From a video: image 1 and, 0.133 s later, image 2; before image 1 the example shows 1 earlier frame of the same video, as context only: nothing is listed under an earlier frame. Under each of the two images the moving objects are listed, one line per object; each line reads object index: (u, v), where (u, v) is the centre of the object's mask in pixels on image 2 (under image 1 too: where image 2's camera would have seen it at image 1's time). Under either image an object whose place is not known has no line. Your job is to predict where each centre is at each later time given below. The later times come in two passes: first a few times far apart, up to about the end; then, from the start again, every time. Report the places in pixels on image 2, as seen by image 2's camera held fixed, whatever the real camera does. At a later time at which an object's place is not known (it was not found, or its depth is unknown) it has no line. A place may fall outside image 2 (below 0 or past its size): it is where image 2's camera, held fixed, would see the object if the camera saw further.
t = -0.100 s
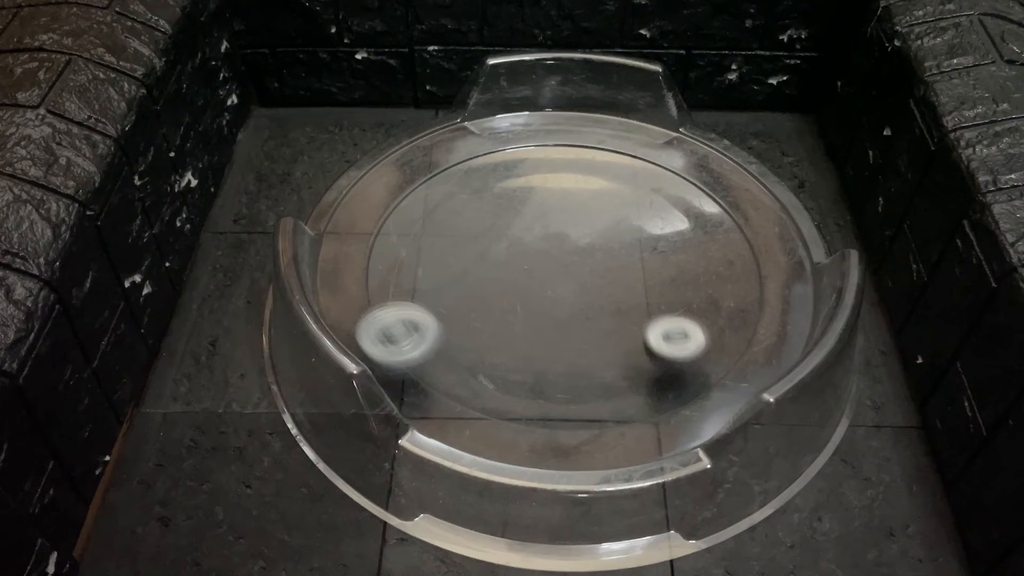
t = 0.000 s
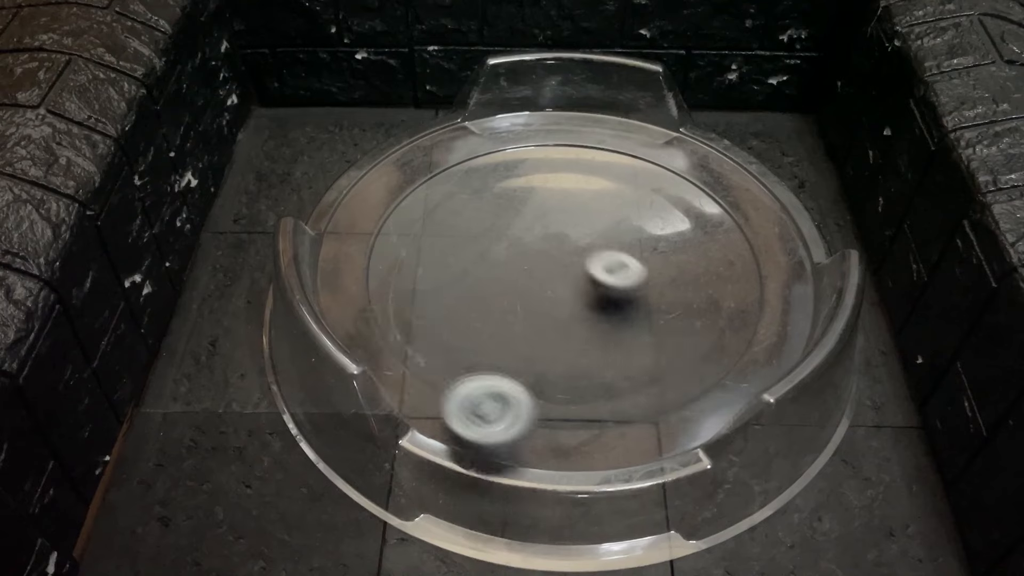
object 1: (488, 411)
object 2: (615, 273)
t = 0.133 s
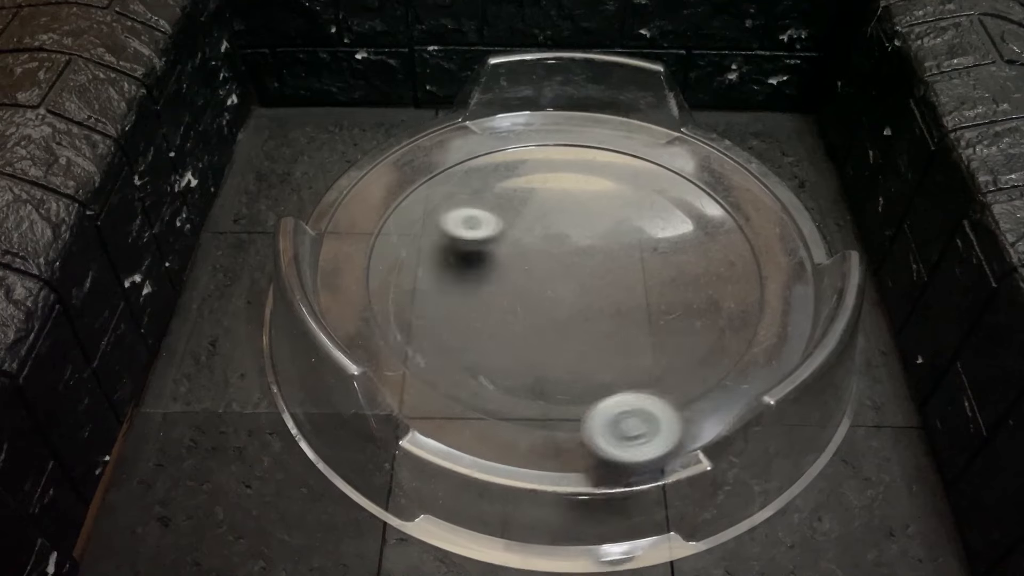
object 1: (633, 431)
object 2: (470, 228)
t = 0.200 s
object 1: (683, 400)
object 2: (395, 238)
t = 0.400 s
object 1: (689, 295)
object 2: (423, 353)
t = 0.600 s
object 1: (549, 214)
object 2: (642, 303)
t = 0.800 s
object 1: (397, 248)
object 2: (555, 132)
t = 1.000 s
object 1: (430, 353)
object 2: (381, 148)
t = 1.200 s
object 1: (586, 364)
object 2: (416, 294)
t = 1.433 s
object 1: (641, 189)
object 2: (670, 331)
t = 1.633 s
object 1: (509, 112)
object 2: (732, 225)
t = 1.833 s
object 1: (407, 151)
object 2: (567, 175)
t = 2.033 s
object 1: (389, 225)
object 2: (441, 290)
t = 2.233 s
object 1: (491, 313)
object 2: (594, 394)
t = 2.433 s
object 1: (641, 286)
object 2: (727, 280)
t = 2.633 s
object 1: (421, 125)
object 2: (746, 146)
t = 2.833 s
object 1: (381, 198)
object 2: (616, 148)
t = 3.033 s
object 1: (445, 271)
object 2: (492, 194)
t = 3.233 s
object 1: (567, 280)
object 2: (445, 289)
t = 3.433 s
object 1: (627, 204)
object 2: (533, 366)
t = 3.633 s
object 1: (571, 162)
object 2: (662, 335)
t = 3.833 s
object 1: (519, 186)
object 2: (654, 241)
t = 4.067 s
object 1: (556, 260)
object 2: (533, 181)
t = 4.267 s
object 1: (662, 271)
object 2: (448, 220)
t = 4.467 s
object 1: (707, 219)
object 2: (494, 302)
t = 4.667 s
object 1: (658, 197)
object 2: (626, 310)
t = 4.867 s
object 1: (578, 226)
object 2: (680, 237)
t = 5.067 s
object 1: (554, 301)
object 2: (604, 193)
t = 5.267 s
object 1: (631, 351)
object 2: (513, 236)
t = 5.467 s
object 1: (708, 329)
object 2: (515, 315)
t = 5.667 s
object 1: (682, 274)
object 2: (615, 340)
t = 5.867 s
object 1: (573, 247)
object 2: (647, 274)
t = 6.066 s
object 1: (473, 277)
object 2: (566, 222)
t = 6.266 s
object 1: (470, 336)
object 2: (474, 233)
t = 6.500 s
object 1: (567, 344)
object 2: (505, 304)
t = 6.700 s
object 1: (648, 296)
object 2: (546, 257)
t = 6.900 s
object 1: (601, 216)
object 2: (528, 200)
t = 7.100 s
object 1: (635, 241)
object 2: (345, 125)
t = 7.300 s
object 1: (615, 232)
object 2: (304, 144)
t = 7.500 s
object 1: (574, 246)
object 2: (333, 110)
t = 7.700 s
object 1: (575, 290)
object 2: (341, 111)
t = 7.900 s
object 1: (627, 304)
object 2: (356, 109)
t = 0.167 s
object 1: (663, 416)
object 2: (432, 230)
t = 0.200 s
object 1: (683, 400)
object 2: (395, 238)
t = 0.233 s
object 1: (692, 385)
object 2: (367, 251)
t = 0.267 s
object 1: (698, 369)
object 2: (350, 272)
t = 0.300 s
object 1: (702, 352)
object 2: (353, 297)
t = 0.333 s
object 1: (702, 332)
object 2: (373, 321)
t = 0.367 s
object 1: (698, 314)
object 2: (394, 339)
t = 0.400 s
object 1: (689, 295)
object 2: (423, 353)
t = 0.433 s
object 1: (675, 275)
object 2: (461, 366)
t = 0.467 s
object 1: (658, 260)
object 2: (504, 371)
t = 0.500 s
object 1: (635, 243)
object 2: (547, 368)
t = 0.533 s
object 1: (610, 229)
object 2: (587, 355)
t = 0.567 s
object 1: (580, 220)
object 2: (621, 332)
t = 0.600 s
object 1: (549, 214)
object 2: (642, 303)
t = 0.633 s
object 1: (518, 211)
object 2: (651, 271)
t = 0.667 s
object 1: (490, 211)
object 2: (648, 237)
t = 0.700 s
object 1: (462, 216)
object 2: (635, 207)
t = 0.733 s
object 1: (436, 224)
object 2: (615, 178)
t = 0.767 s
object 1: (415, 235)
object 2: (587, 153)
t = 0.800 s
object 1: (397, 248)
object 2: (555, 132)
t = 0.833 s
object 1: (384, 263)
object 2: (522, 123)
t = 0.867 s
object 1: (373, 279)
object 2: (485, 123)
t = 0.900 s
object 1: (372, 295)
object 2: (455, 119)
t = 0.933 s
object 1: (383, 315)
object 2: (427, 120)
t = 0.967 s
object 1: (405, 337)
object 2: (402, 129)
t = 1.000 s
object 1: (430, 353)
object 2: (381, 148)
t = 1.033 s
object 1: (455, 365)
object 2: (367, 166)
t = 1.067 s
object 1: (483, 374)
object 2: (361, 186)
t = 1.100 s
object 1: (509, 378)
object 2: (363, 211)
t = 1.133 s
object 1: (535, 377)
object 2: (373, 238)
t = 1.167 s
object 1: (561, 372)
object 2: (390, 267)
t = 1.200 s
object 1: (586, 364)
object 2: (416, 294)
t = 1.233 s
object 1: (608, 350)
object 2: (451, 316)
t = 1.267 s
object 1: (625, 333)
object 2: (495, 332)
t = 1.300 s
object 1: (636, 314)
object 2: (543, 338)
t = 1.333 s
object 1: (641, 291)
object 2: (591, 335)
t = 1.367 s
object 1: (641, 266)
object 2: (631, 324)
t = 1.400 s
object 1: (646, 224)
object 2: (650, 331)
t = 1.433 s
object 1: (641, 189)
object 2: (670, 331)
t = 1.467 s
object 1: (629, 153)
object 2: (691, 323)
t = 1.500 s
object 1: (612, 131)
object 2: (710, 309)
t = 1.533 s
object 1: (588, 109)
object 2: (727, 292)
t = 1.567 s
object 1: (559, 114)
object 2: (738, 270)
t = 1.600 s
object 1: (533, 113)
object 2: (740, 248)
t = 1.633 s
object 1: (509, 112)
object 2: (732, 225)
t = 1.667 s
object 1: (488, 120)
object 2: (717, 206)
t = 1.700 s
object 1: (468, 125)
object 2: (695, 188)
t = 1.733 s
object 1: (450, 131)
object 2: (668, 177)
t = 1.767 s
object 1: (434, 138)
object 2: (637, 172)
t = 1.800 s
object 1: (419, 144)
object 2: (603, 169)
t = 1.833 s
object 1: (407, 151)
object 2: (567, 175)
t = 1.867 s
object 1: (398, 160)
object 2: (532, 184)
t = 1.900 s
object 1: (391, 171)
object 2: (503, 198)
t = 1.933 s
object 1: (386, 181)
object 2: (477, 218)
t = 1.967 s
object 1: (384, 193)
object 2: (457, 240)
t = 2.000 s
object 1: (385, 209)
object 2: (445, 264)
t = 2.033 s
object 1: (389, 225)
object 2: (441, 290)
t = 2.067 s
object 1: (398, 243)
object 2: (446, 316)
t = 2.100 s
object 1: (409, 258)
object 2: (463, 340)
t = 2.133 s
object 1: (424, 275)
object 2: (487, 363)
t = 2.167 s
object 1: (442, 290)
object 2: (517, 381)
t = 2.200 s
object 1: (465, 302)
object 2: (553, 393)
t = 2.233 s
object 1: (491, 313)
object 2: (594, 394)
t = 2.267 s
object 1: (519, 319)
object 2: (639, 387)
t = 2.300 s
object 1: (547, 320)
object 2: (677, 372)
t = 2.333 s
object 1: (574, 317)
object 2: (706, 354)
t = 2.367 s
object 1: (599, 310)
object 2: (724, 331)
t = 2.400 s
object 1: (623, 298)
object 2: (730, 305)
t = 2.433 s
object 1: (641, 286)
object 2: (727, 280)
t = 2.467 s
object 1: (633, 262)
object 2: (753, 261)
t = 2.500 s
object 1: (569, 225)
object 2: (800, 230)
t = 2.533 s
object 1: (521, 189)
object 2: (792, 185)
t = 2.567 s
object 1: (480, 158)
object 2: (779, 157)
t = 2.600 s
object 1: (447, 136)
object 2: (763, 145)
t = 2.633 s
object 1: (421, 125)
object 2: (746, 146)
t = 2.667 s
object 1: (403, 123)
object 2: (725, 160)
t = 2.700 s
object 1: (390, 134)
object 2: (706, 151)
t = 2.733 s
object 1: (384, 153)
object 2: (687, 135)
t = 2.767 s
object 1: (380, 169)
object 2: (664, 132)
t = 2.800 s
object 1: (379, 186)
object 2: (641, 140)
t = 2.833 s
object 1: (381, 198)
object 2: (616, 148)
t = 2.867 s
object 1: (384, 209)
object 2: (594, 147)
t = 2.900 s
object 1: (391, 226)
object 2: (570, 157)
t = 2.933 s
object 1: (401, 239)
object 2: (549, 163)
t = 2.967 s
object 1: (414, 251)
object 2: (528, 173)
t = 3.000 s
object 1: (429, 262)
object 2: (508, 183)
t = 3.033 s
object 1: (445, 271)
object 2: (492, 194)
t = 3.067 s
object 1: (463, 278)
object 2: (477, 207)
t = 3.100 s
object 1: (482, 284)
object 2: (465, 222)
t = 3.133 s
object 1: (502, 287)
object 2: (455, 238)
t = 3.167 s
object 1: (524, 288)
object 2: (449, 254)
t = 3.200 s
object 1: (546, 286)
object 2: (446, 271)
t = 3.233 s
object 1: (567, 280)
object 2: (445, 289)
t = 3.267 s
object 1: (587, 271)
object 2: (451, 305)
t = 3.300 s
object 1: (604, 259)
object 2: (459, 320)
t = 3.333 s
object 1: (616, 245)
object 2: (473, 337)
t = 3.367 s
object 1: (624, 232)
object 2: (489, 347)
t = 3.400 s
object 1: (628, 217)
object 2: (510, 357)
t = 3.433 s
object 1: (627, 204)
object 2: (533, 366)
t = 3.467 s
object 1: (623, 192)
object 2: (557, 368)
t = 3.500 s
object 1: (614, 181)
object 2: (583, 368)
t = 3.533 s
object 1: (604, 173)
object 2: (606, 366)
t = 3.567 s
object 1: (593, 167)
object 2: (629, 358)
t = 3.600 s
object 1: (581, 163)
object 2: (648, 348)
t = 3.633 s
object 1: (571, 162)
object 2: (662, 335)
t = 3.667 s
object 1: (560, 161)
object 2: (671, 319)
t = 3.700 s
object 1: (550, 163)
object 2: (676, 303)
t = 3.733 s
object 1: (541, 166)
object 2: (675, 287)
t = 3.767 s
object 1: (532, 171)
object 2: (671, 272)
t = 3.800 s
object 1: (525, 178)
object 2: (664, 256)
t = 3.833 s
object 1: (519, 186)
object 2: (654, 241)
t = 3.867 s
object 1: (516, 196)
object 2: (640, 227)
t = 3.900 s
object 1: (515, 207)
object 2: (626, 215)
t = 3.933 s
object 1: (517, 218)
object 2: (609, 205)
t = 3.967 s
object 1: (522, 229)
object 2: (592, 196)
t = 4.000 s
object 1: (531, 240)
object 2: (572, 189)
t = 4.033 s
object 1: (542, 250)
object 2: (553, 182)
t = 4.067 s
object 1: (556, 260)
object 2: (533, 181)
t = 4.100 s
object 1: (572, 268)
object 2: (515, 181)
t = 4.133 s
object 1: (589, 273)
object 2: (496, 184)
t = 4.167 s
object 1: (608, 276)
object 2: (480, 190)
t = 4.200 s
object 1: (627, 276)
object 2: (465, 199)
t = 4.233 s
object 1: (645, 275)
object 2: (455, 208)
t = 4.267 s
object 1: (662, 271)
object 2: (448, 220)
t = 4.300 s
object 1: (677, 263)
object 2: (444, 235)
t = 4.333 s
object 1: (690, 255)
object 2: (446, 250)
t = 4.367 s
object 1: (700, 246)
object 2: (452, 264)
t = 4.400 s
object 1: (705, 237)
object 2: (462, 278)
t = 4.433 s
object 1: (708, 228)
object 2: (477, 292)
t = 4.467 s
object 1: (707, 219)
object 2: (494, 302)
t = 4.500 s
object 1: (704, 212)
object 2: (515, 311)
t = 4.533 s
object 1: (698, 207)
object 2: (536, 316)
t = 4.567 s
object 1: (691, 202)
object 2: (560, 319)
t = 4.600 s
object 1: (682, 199)
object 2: (582, 319)
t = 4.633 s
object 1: (671, 197)
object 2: (605, 315)
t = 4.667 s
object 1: (658, 197)
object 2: (626, 310)
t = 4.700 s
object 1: (645, 197)
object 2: (644, 301)
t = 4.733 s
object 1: (632, 199)
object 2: (659, 290)
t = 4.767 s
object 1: (618, 203)
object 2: (670, 278)
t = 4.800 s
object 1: (604, 209)
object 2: (677, 264)
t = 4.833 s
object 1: (589, 217)
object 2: (681, 250)
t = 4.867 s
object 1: (578, 226)
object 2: (680, 237)
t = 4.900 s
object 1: (568, 236)
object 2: (674, 225)
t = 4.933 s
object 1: (560, 247)
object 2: (665, 212)
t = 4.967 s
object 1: (554, 260)
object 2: (652, 203)
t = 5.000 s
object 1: (552, 273)
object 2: (638, 196)
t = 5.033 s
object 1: (551, 287)
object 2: (622, 193)
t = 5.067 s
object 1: (554, 301)
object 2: (604, 193)
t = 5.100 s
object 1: (561, 313)
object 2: (585, 194)
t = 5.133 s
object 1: (570, 325)
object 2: (568, 198)
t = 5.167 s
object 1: (582, 335)
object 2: (551, 205)
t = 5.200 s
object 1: (597, 342)
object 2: (536, 214)
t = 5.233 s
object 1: (614, 348)
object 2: (523, 224)
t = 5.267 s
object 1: (631, 351)
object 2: (513, 236)
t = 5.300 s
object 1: (649, 352)
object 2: (505, 249)
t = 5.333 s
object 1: (666, 350)
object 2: (501, 263)
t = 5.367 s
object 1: (680, 347)
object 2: (499, 277)
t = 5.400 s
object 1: (693, 343)
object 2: (501, 290)
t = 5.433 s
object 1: (702, 336)
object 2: (506, 304)
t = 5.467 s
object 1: (708, 329)
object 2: (515, 315)
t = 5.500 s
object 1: (711, 320)
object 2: (526, 327)
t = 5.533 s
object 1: (711, 312)
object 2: (541, 334)
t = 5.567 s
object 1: (708, 302)
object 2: (559, 341)
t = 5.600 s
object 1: (702, 293)
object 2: (578, 345)
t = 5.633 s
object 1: (693, 283)
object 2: (597, 345)
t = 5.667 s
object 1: (682, 274)
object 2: (615, 340)
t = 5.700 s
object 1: (668, 266)
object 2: (631, 333)
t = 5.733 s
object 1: (652, 258)
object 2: (643, 323)
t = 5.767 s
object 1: (634, 253)
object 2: (650, 312)
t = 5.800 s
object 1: (615, 248)
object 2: (654, 299)
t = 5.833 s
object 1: (594, 246)
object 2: (653, 288)
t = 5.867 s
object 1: (573, 247)
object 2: (647, 274)
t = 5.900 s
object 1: (553, 248)
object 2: (639, 263)
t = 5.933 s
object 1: (534, 250)
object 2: (628, 252)
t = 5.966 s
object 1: (515, 255)
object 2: (615, 242)
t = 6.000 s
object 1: (499, 261)
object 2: (599, 233)
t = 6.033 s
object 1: (485, 268)
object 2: (583, 226)
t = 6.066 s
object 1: (473, 277)
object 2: (566, 222)
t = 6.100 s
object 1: (465, 286)
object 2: (548, 218)
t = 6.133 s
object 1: (460, 296)
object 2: (531, 216)
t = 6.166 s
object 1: (457, 307)
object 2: (514, 218)
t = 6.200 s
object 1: (458, 318)
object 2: (499, 220)
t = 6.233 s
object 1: (462, 328)
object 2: (486, 226)
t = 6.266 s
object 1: (470, 336)
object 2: (474, 233)
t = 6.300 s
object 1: (480, 343)
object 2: (467, 242)
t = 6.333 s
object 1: (493, 348)
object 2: (462, 254)
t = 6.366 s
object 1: (507, 353)
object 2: (463, 265)
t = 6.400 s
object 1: (522, 354)
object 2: (467, 276)
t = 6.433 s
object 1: (538, 353)
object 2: (477, 287)
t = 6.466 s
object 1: (554, 350)
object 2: (490, 297)
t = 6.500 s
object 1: (567, 344)
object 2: (505, 304)
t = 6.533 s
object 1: (582, 339)
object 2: (519, 305)
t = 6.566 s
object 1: (605, 337)
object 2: (527, 297)
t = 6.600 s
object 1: (623, 331)
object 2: (534, 288)
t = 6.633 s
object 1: (636, 322)
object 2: (539, 279)
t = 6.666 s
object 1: (644, 310)
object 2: (544, 268)
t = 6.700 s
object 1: (648, 296)
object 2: (546, 257)
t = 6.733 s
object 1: (649, 281)
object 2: (546, 246)
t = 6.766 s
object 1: (646, 267)
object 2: (545, 235)
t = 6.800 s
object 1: (639, 253)
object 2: (543, 224)
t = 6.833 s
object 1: (629, 239)
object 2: (539, 215)
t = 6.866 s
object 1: (615, 226)
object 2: (534, 208)
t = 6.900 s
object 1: (601, 216)
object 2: (528, 200)
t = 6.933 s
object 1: (585, 210)
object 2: (520, 193)
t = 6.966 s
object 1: (604, 219)
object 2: (475, 160)
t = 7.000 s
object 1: (618, 227)
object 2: (432, 136)
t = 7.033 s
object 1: (628, 234)
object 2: (399, 121)
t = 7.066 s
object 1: (633, 239)
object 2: (371, 116)
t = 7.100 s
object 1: (635, 241)
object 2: (345, 125)
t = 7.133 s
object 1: (635, 242)
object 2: (320, 146)
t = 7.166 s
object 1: (633, 243)
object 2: (301, 175)
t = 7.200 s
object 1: (629, 240)
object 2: (297, 154)
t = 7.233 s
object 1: (625, 238)
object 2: (297, 141)
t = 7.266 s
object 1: (620, 235)
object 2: (298, 140)
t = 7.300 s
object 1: (615, 232)
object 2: (304, 144)
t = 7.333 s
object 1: (609, 230)
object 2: (308, 138)
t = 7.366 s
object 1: (603, 230)
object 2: (312, 133)
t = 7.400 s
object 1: (595, 232)
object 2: (315, 126)
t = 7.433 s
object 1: (587, 236)
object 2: (320, 121)
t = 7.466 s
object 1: (579, 241)
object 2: (326, 115)
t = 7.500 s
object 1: (574, 246)
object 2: (333, 110)
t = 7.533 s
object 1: (570, 253)
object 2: (340, 105)
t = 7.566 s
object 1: (567, 261)
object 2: (339, 108)
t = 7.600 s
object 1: (566, 268)
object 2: (335, 111)
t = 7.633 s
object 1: (567, 275)
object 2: (335, 111)
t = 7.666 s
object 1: (570, 283)
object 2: (336, 111)
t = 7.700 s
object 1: (575, 290)
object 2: (341, 111)
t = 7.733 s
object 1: (581, 295)
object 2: (346, 110)
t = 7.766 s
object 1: (589, 300)
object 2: (351, 110)
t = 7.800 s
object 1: (598, 303)
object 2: (356, 109)
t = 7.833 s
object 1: (608, 305)
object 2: (358, 108)
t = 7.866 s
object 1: (618, 305)
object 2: (357, 108)
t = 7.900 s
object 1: (627, 304)
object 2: (356, 109)
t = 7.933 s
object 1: (636, 301)
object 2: (355, 109)
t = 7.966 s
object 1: (644, 296)
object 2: (353, 110)
